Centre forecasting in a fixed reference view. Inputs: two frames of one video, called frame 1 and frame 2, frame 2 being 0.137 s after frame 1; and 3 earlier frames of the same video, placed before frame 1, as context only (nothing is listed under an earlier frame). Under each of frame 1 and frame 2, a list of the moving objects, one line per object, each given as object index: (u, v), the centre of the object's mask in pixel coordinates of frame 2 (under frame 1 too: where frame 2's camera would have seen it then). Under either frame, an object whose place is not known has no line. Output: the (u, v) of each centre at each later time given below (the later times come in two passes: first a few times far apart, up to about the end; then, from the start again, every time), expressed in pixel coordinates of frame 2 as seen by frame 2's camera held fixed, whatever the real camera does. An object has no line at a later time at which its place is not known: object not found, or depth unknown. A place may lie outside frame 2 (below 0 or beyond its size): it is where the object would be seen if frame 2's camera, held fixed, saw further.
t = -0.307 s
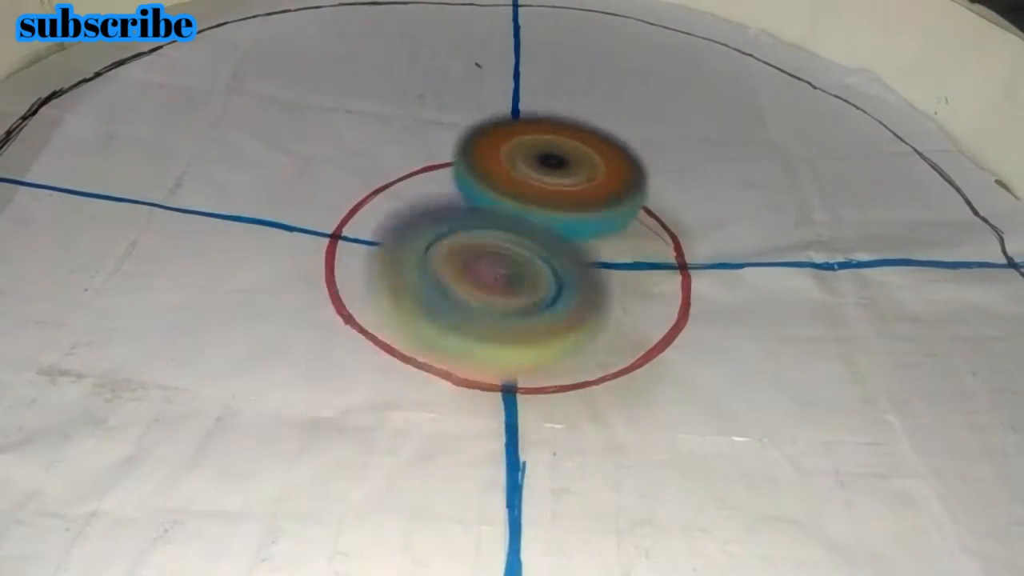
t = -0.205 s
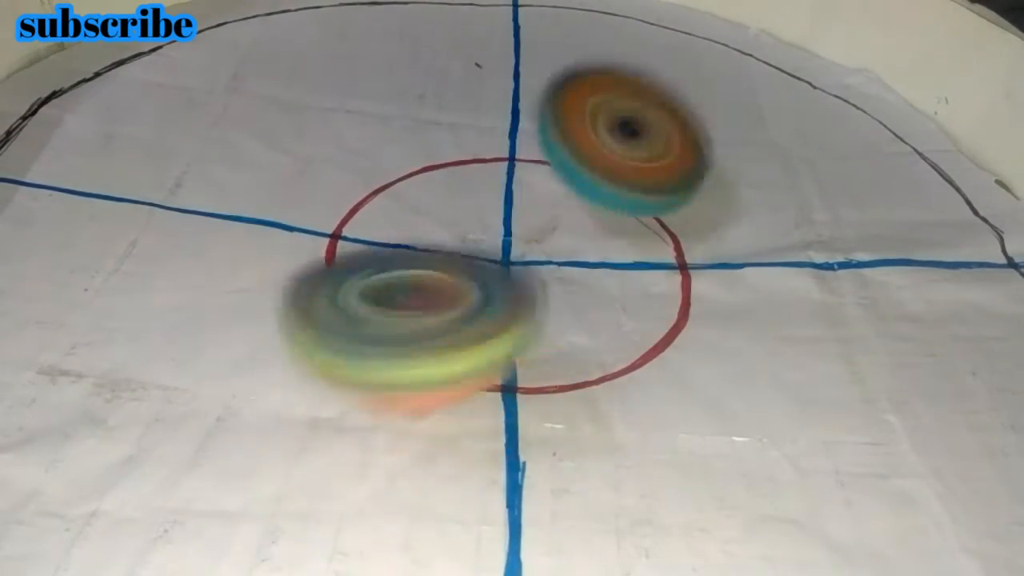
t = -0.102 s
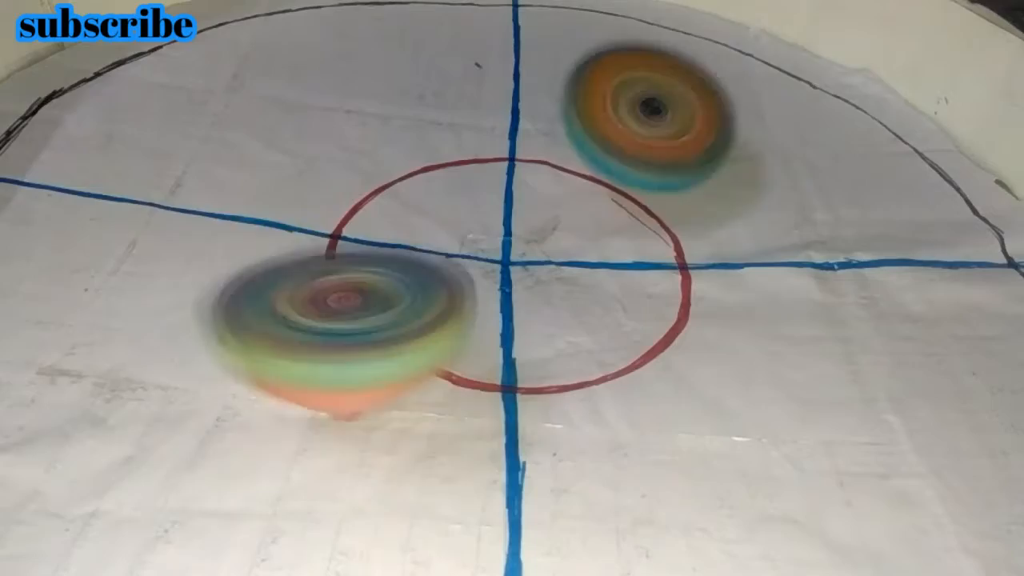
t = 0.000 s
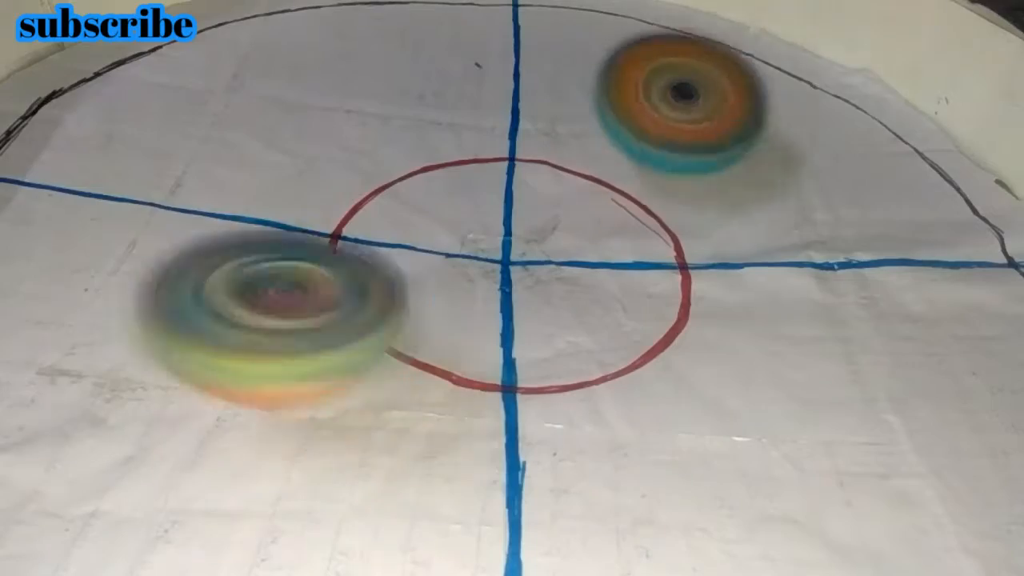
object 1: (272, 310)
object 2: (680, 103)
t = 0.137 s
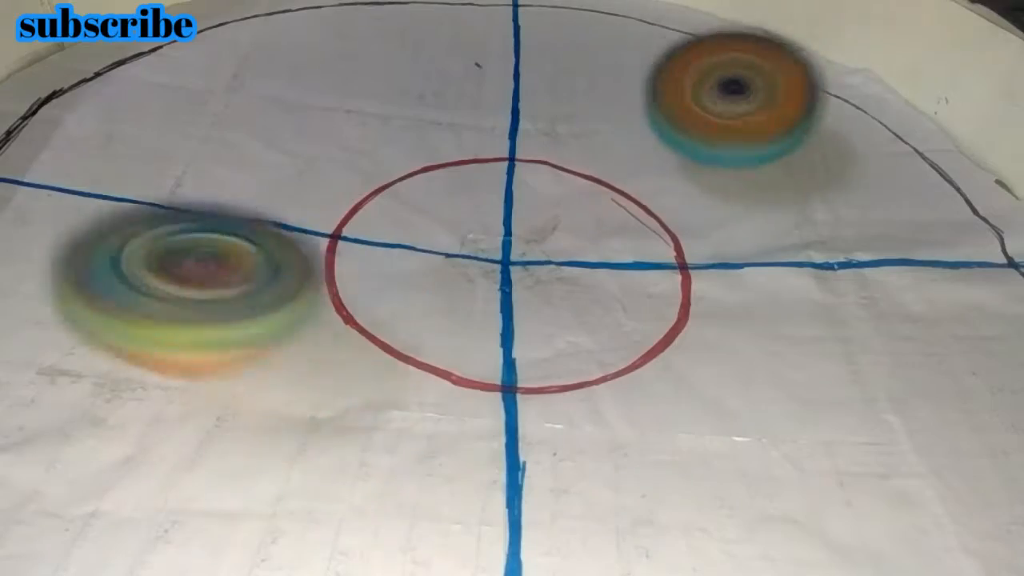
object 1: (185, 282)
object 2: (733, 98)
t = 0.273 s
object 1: (134, 238)
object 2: (789, 112)
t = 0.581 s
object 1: (161, 166)
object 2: (829, 176)
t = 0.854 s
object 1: (308, 150)
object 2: (737, 225)
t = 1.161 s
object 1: (376, 136)
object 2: (712, 241)
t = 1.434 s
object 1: (405, 132)
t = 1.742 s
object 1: (601, 127)
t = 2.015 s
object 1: (584, 91)
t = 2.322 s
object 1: (538, 118)
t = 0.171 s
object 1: (174, 276)
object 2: (748, 101)
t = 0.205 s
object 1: (155, 261)
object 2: (762, 103)
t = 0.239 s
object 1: (146, 251)
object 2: (776, 108)
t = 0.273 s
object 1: (134, 238)
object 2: (789, 112)
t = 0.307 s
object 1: (131, 231)
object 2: (801, 117)
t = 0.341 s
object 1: (122, 207)
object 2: (811, 125)
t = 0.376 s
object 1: (121, 214)
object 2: (817, 129)
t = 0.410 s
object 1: (120, 192)
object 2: (823, 133)
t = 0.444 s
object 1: (121, 195)
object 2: (829, 140)
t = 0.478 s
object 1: (130, 174)
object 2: (834, 147)
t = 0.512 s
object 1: (139, 179)
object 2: (832, 158)
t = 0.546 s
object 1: (150, 160)
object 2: (831, 169)
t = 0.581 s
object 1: (161, 166)
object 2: (829, 176)
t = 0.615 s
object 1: (175, 153)
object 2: (832, 181)
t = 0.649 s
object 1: (190, 156)
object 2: (834, 179)
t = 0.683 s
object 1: (205, 155)
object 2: (821, 199)
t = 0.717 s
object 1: (223, 149)
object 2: (810, 203)
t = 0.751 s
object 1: (246, 150)
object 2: (791, 214)
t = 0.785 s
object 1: (265, 148)
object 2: (773, 218)
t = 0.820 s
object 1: (287, 148)
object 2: (755, 223)
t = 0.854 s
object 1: (308, 150)
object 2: (737, 225)
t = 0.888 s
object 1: (328, 151)
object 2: (718, 227)
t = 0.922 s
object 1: (351, 155)
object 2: (697, 228)
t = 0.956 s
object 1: (368, 151)
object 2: (680, 227)
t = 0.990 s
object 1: (392, 163)
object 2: (660, 224)
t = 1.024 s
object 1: (411, 166)
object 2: (641, 220)
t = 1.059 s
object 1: (428, 173)
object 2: (628, 219)
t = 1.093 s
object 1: (408, 162)
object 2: (664, 225)
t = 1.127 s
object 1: (388, 149)
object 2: (698, 238)
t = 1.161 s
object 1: (376, 136)
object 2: (712, 241)
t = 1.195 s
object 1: (372, 131)
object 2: (721, 240)
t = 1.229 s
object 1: (376, 127)
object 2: (734, 243)
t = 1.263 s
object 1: (384, 127)
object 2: (739, 241)
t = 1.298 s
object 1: (387, 127)
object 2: (746, 239)
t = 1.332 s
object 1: (388, 122)
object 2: (750, 240)
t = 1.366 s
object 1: (395, 121)
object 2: (747, 236)
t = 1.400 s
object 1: (400, 124)
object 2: (749, 237)
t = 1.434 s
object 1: (405, 132)
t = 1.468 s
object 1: (413, 131)
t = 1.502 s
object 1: (428, 133)
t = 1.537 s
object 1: (440, 141)
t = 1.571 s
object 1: (457, 152)
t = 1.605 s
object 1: (482, 162)
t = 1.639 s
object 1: (512, 167)
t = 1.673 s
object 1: (542, 168)
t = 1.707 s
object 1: (576, 151)
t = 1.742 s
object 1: (601, 127)
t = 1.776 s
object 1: (613, 121)
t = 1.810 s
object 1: (622, 116)
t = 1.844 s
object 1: (626, 117)
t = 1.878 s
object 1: (622, 111)
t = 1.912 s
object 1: (612, 105)
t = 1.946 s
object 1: (602, 97)
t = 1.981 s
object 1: (592, 93)
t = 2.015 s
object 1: (584, 91)
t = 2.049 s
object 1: (575, 88)
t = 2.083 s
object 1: (567, 90)
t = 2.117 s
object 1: (559, 93)
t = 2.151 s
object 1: (554, 96)
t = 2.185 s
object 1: (546, 98)
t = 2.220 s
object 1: (538, 102)
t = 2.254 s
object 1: (529, 106)
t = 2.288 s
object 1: (528, 111)
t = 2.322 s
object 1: (538, 118)
